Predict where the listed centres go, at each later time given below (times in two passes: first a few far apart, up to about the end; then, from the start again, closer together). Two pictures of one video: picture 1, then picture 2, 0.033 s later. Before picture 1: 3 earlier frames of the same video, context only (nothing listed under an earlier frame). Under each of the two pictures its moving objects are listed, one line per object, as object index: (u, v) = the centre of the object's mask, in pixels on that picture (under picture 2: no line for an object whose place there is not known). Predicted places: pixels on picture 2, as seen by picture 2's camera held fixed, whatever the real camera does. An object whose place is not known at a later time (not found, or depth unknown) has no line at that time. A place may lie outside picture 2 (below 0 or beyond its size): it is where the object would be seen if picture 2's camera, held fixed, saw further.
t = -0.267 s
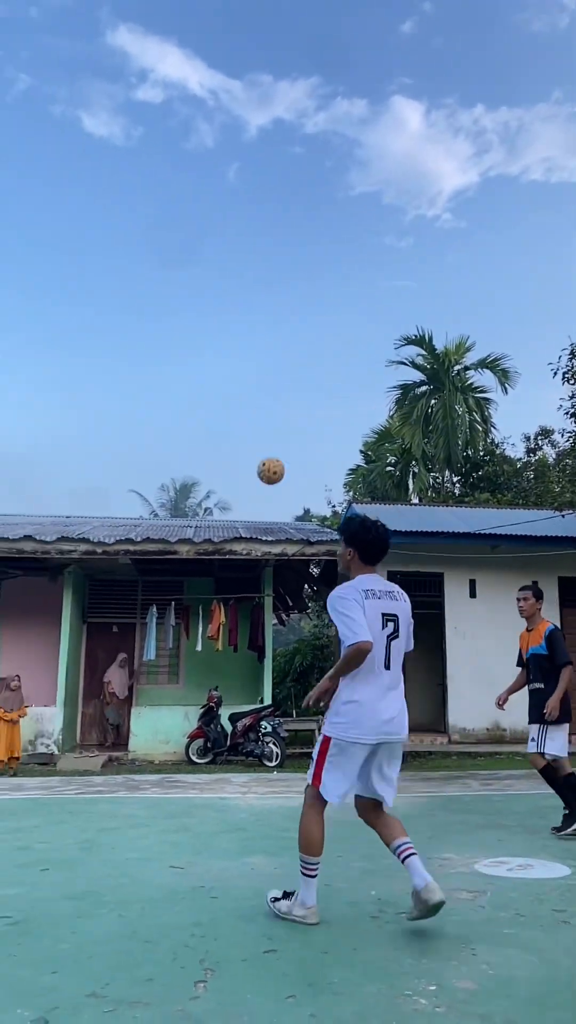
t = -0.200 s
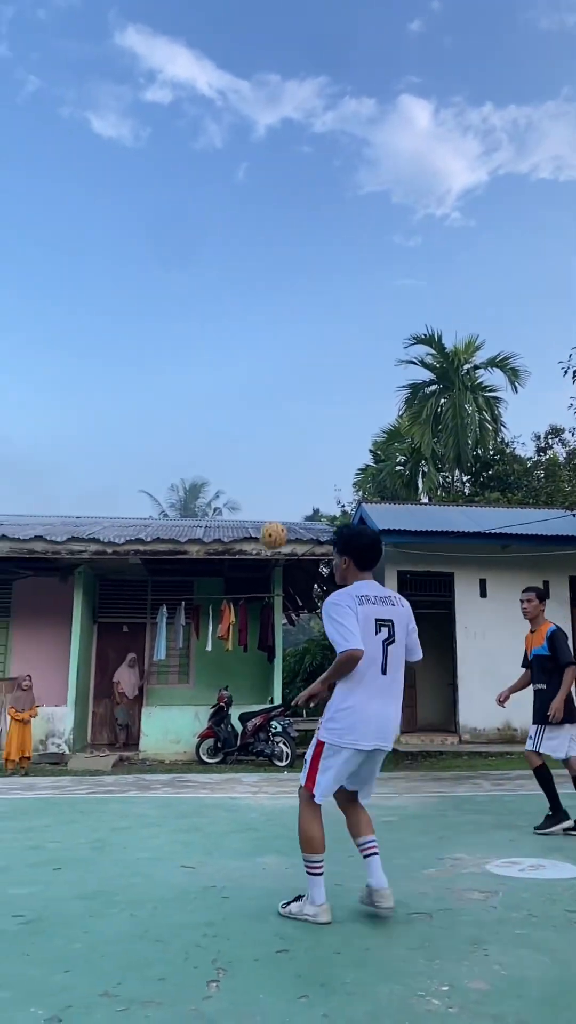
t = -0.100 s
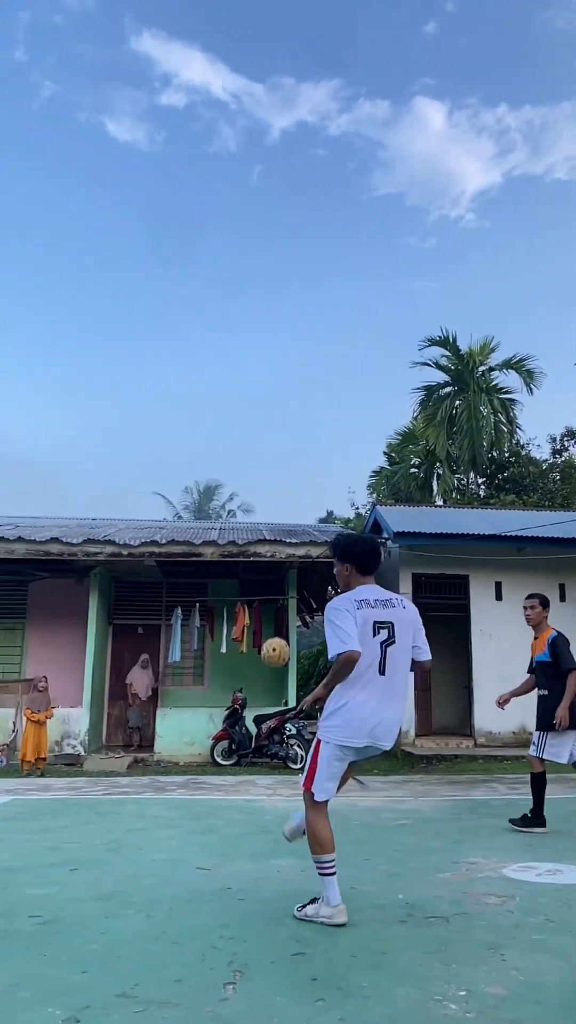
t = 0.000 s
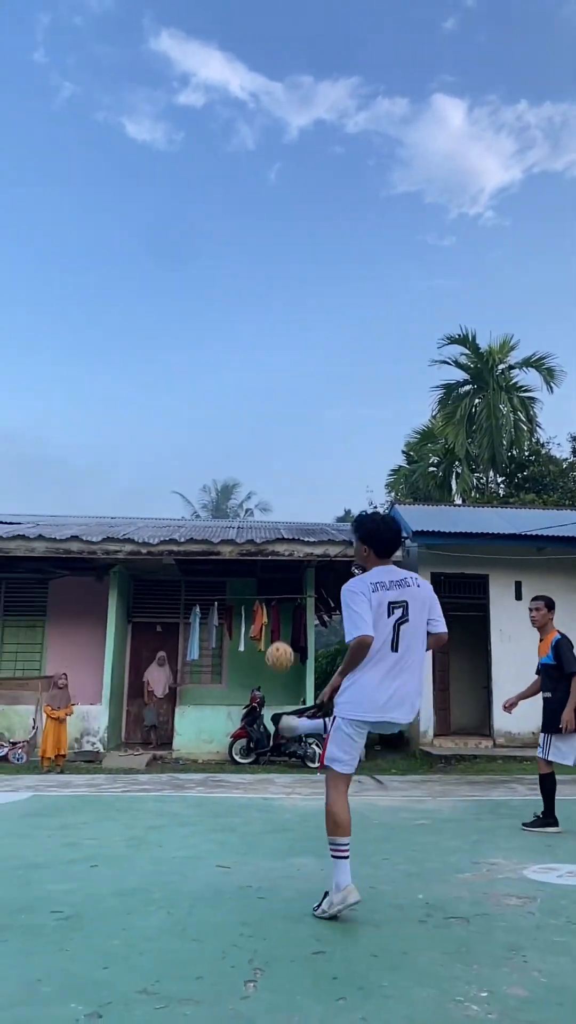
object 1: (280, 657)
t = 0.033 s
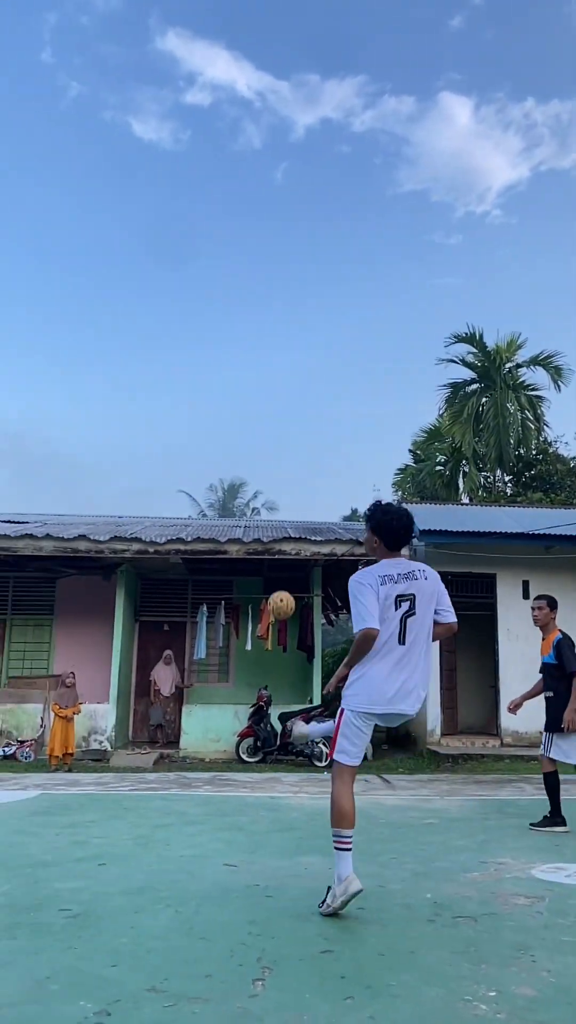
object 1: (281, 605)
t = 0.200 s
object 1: (259, 421)
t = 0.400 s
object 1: (236, 301)
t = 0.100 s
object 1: (272, 520)
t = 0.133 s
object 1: (267, 483)
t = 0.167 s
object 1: (263, 450)
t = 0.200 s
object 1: (259, 421)
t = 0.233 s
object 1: (255, 394)
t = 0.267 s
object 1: (251, 370)
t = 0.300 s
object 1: (247, 349)
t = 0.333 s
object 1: (243, 331)
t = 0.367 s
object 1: (240, 314)
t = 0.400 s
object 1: (236, 301)
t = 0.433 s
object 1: (233, 288)
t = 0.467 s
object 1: (229, 279)
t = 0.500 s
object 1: (225, 271)
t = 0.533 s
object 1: (222, 265)
